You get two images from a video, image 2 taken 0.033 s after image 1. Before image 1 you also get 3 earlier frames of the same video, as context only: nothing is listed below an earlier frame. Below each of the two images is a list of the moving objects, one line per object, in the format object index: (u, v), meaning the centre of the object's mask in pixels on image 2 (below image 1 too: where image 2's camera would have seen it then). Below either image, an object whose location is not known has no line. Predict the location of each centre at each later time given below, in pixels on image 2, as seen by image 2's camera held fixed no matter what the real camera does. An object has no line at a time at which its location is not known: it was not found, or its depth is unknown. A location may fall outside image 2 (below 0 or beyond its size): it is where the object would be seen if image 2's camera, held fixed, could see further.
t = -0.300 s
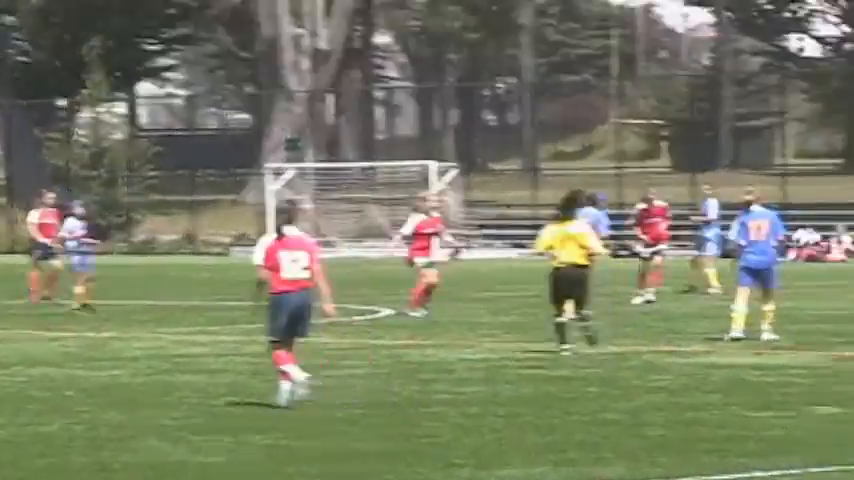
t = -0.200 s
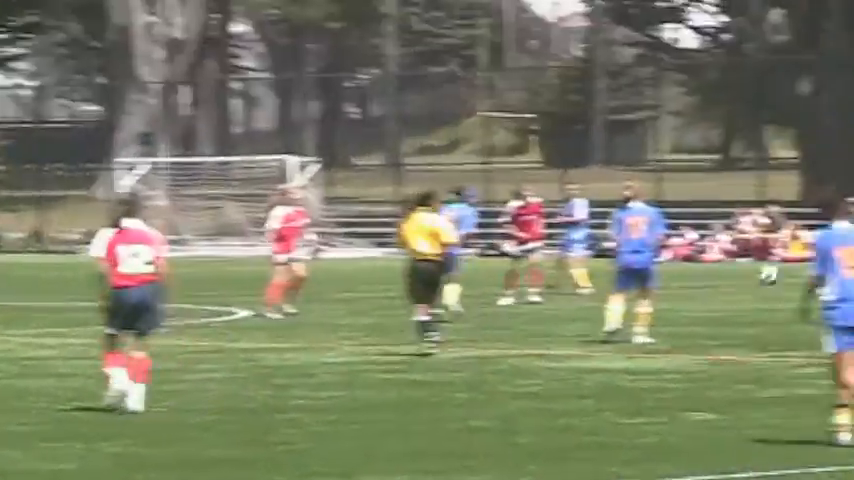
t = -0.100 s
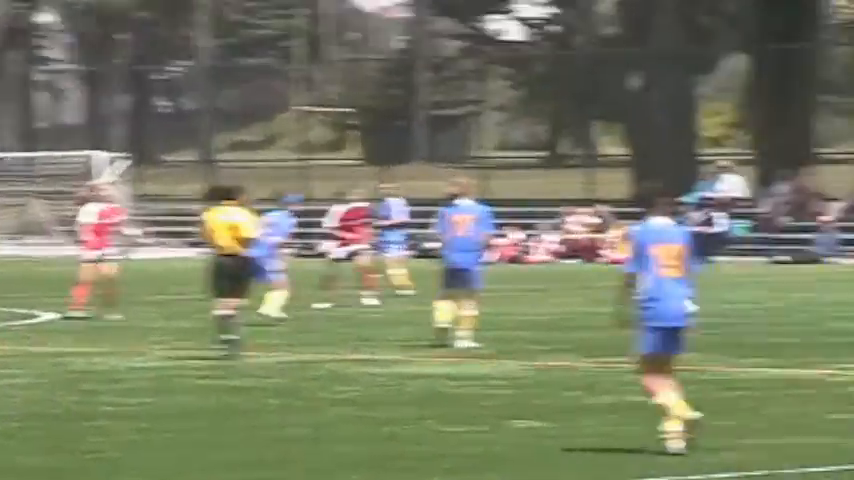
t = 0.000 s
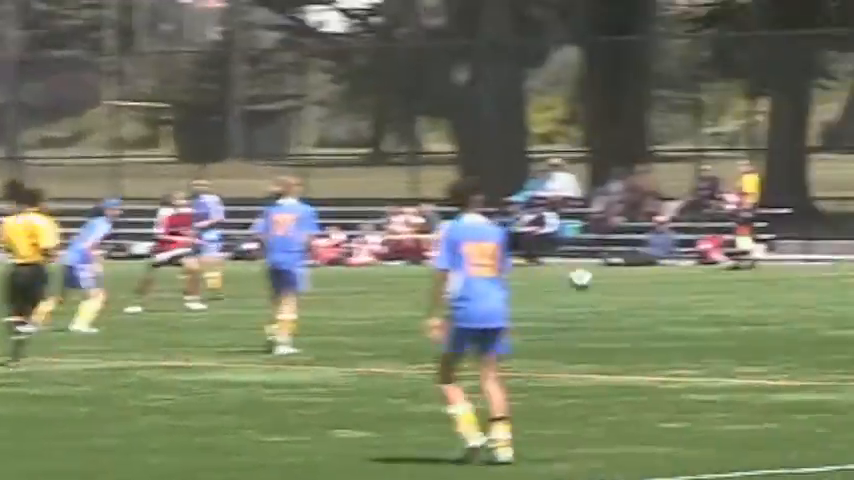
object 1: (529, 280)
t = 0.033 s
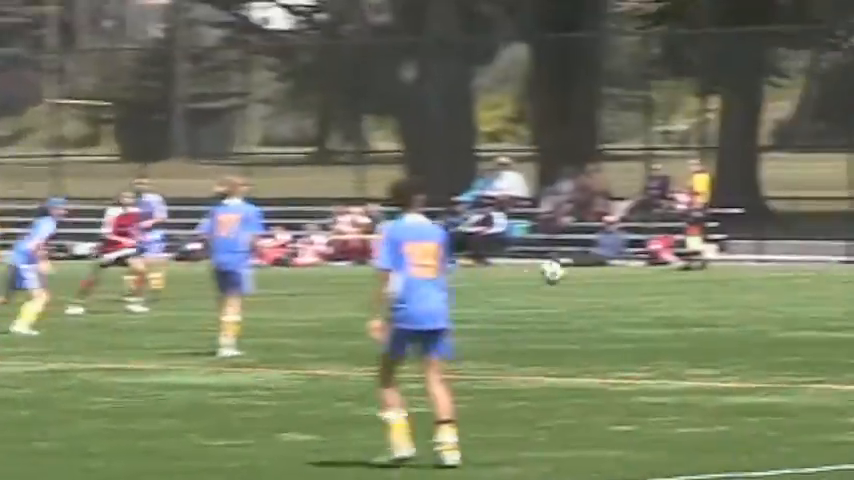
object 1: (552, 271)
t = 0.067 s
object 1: (574, 265)
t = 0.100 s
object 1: (597, 259)
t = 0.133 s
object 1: (620, 254)
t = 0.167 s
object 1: (643, 250)
